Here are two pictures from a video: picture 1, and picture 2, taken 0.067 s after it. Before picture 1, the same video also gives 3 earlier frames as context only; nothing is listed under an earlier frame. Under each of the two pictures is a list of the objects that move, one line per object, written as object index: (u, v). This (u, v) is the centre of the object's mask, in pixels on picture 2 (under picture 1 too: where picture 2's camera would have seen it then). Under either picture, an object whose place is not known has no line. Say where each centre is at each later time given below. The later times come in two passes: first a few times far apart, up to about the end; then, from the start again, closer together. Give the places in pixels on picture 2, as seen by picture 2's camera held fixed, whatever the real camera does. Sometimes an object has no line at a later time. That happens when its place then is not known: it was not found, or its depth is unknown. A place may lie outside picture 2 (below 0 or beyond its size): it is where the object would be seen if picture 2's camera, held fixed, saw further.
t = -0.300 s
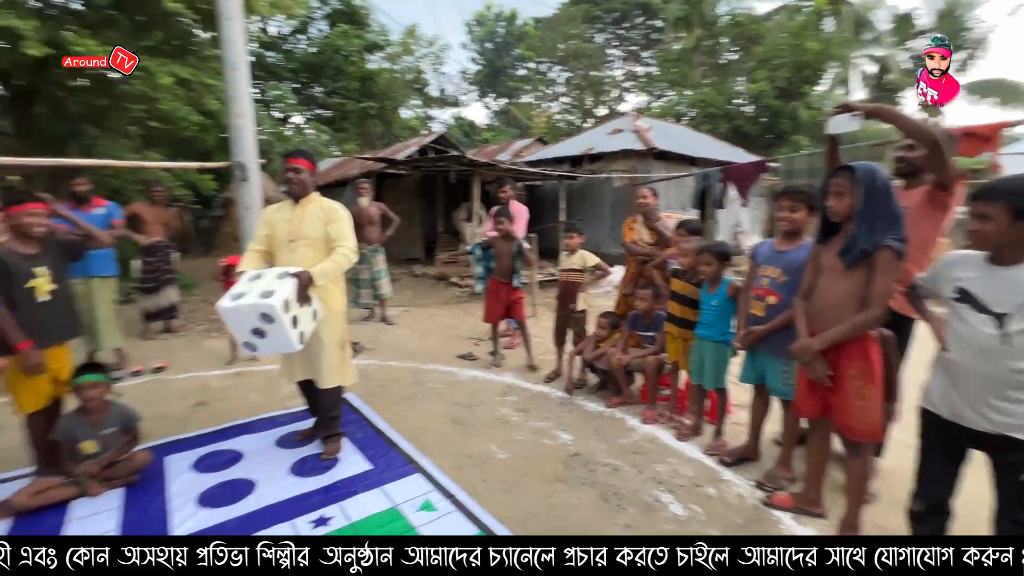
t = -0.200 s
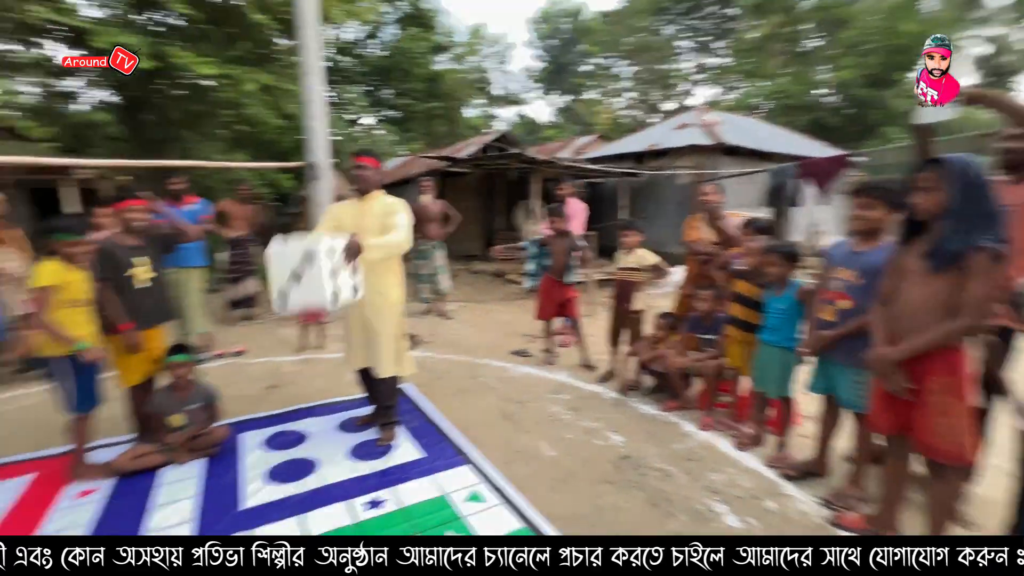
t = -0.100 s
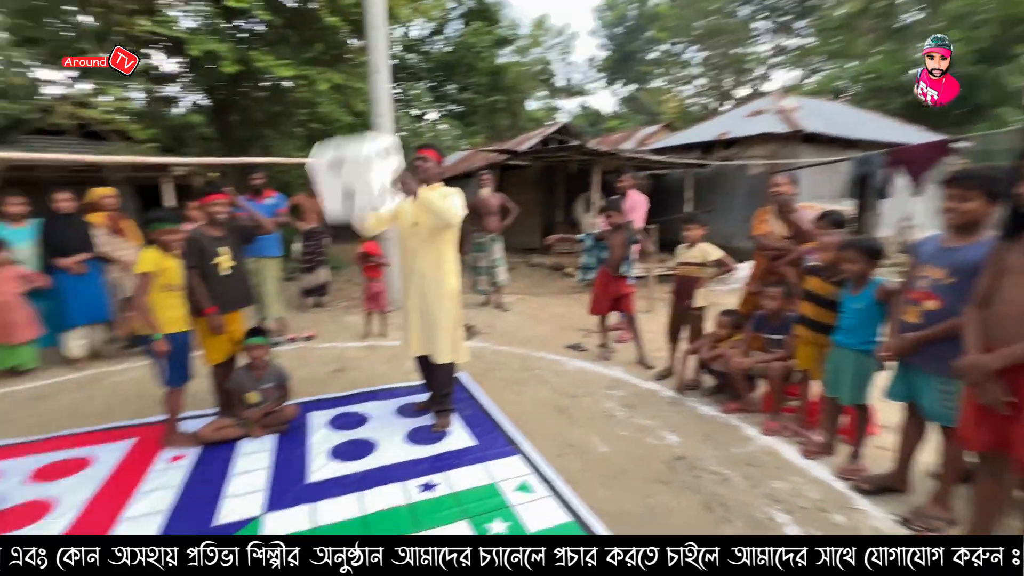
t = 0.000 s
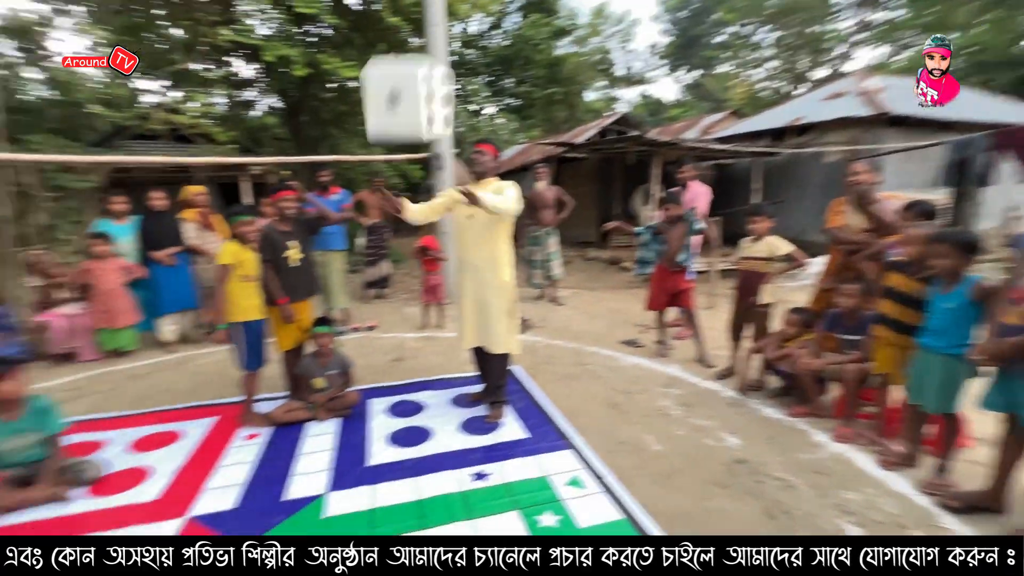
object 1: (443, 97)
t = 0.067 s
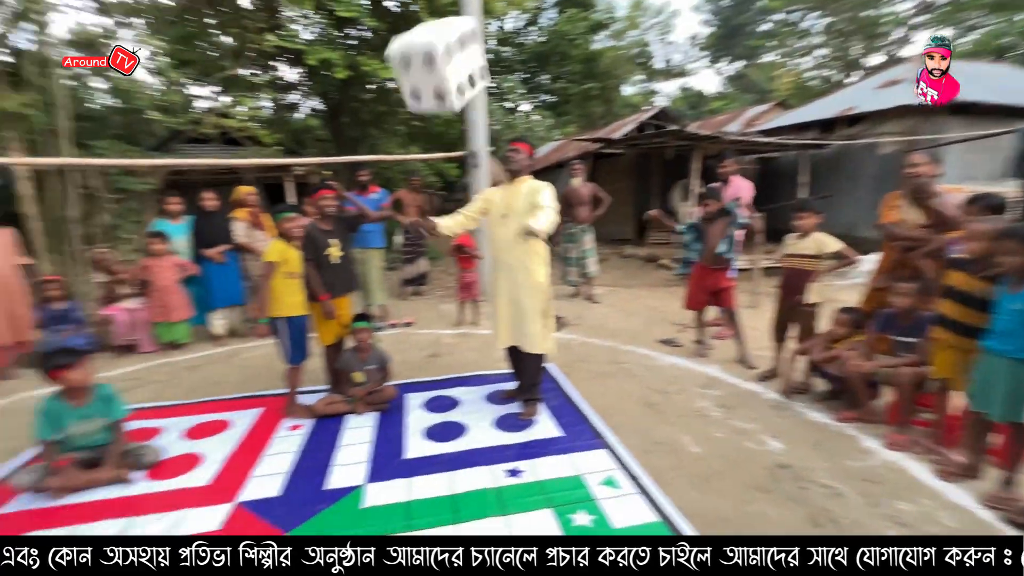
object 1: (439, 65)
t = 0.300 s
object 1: (426, 28)
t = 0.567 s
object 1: (414, 74)
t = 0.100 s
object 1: (437, 47)
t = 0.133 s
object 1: (435, 42)
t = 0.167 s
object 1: (431, 35)
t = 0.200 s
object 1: (431, 32)
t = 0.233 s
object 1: (428, 31)
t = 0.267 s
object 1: (425, 26)
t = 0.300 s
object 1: (426, 28)
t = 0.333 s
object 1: (423, 31)
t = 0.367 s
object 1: (422, 32)
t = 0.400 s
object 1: (421, 32)
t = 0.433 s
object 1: (420, 39)
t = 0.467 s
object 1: (418, 44)
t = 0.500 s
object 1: (416, 48)
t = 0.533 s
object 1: (416, 61)
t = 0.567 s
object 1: (414, 74)
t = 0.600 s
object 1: (412, 91)
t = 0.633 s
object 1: (410, 111)
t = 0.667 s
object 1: (410, 137)
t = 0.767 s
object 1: (409, 213)
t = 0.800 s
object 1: (409, 243)
